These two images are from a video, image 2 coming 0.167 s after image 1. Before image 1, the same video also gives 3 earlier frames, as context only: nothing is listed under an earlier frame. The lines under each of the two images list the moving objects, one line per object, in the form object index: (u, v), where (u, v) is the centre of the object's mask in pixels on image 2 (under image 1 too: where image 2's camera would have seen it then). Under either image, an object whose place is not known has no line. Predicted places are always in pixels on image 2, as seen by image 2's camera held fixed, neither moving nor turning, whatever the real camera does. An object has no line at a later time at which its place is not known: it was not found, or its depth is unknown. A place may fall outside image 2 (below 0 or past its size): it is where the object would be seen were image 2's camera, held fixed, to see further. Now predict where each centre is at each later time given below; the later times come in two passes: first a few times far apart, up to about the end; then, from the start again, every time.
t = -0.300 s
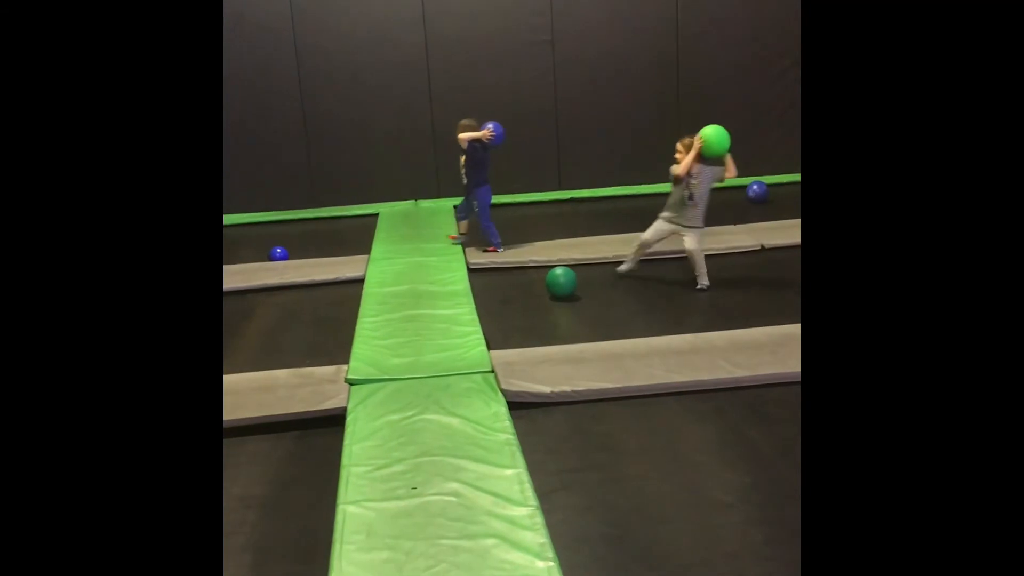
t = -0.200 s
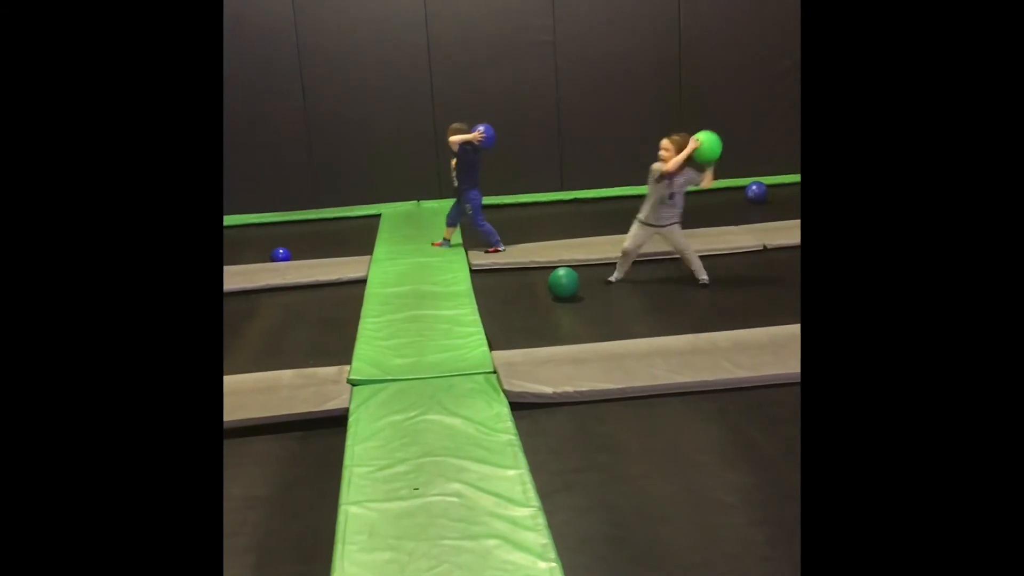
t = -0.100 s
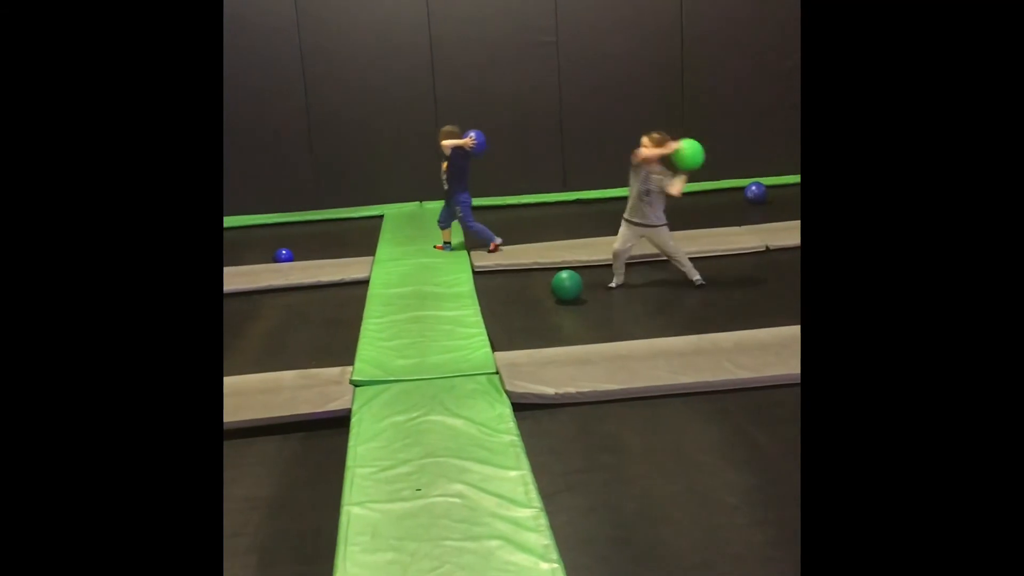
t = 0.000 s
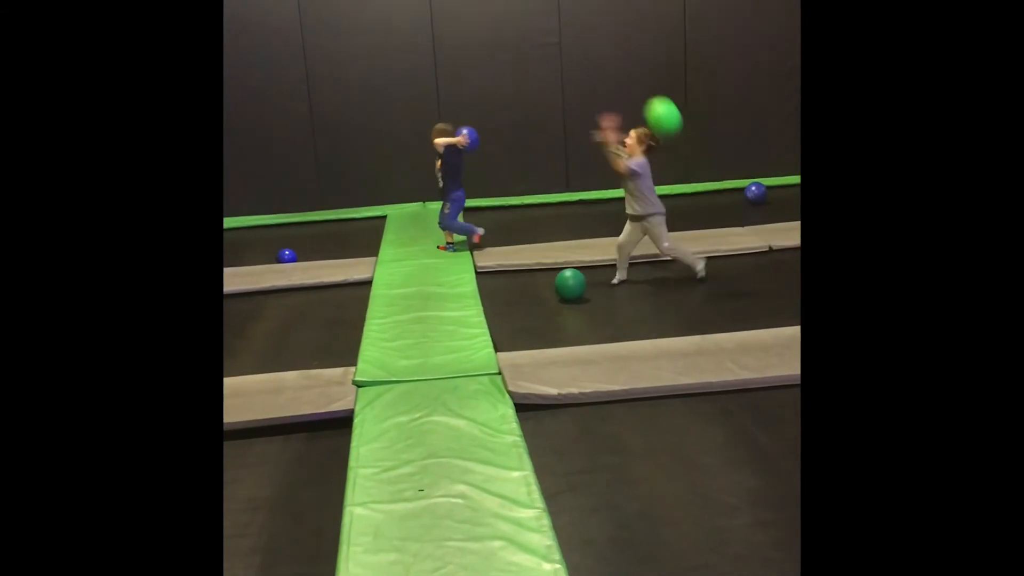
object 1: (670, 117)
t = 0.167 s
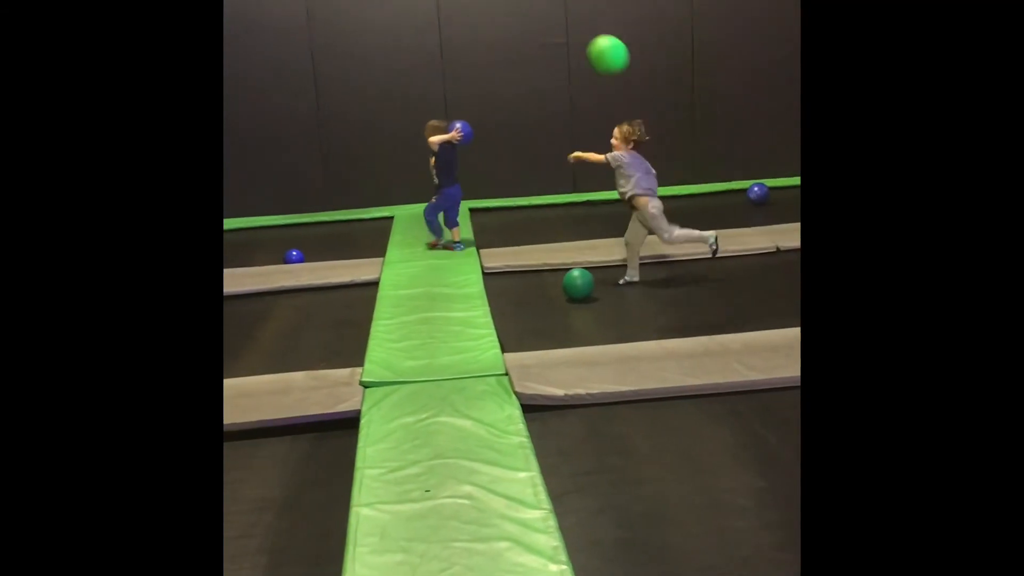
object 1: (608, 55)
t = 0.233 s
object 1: (581, 41)
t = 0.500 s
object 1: (466, 66)
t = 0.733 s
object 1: (351, 219)
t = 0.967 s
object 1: (238, 417)
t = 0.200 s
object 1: (595, 46)
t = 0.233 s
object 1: (581, 41)
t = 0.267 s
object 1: (568, 36)
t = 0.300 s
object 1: (554, 34)
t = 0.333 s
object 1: (540, 34)
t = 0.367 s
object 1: (525, 36)
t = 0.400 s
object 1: (511, 40)
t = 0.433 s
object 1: (496, 46)
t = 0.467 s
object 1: (480, 55)
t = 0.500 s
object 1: (466, 66)
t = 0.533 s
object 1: (450, 79)
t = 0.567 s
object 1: (434, 95)
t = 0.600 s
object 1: (419, 112)
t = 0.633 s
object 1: (401, 136)
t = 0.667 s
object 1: (383, 163)
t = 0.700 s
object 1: (368, 185)
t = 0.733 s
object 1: (351, 219)
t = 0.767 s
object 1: (334, 251)
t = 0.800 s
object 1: (316, 288)
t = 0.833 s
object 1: (298, 326)
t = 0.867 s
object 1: (278, 368)
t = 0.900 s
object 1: (258, 416)
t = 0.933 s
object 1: (247, 436)
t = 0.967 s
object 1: (238, 417)
